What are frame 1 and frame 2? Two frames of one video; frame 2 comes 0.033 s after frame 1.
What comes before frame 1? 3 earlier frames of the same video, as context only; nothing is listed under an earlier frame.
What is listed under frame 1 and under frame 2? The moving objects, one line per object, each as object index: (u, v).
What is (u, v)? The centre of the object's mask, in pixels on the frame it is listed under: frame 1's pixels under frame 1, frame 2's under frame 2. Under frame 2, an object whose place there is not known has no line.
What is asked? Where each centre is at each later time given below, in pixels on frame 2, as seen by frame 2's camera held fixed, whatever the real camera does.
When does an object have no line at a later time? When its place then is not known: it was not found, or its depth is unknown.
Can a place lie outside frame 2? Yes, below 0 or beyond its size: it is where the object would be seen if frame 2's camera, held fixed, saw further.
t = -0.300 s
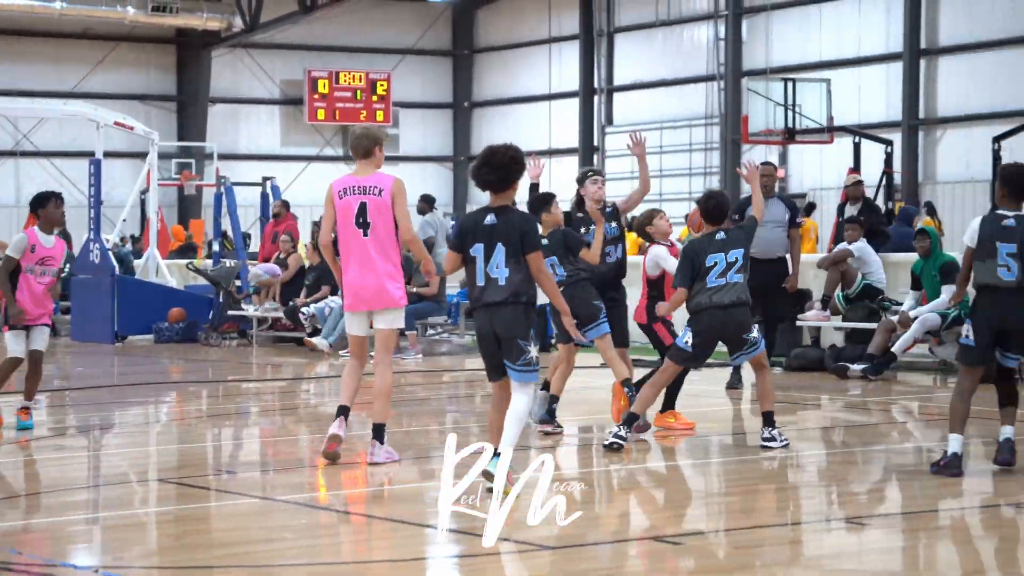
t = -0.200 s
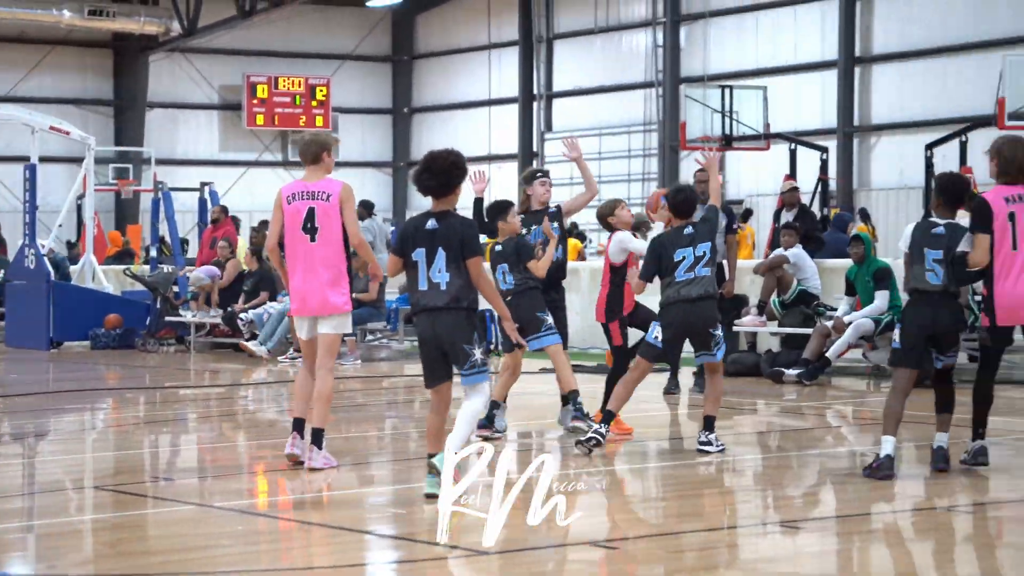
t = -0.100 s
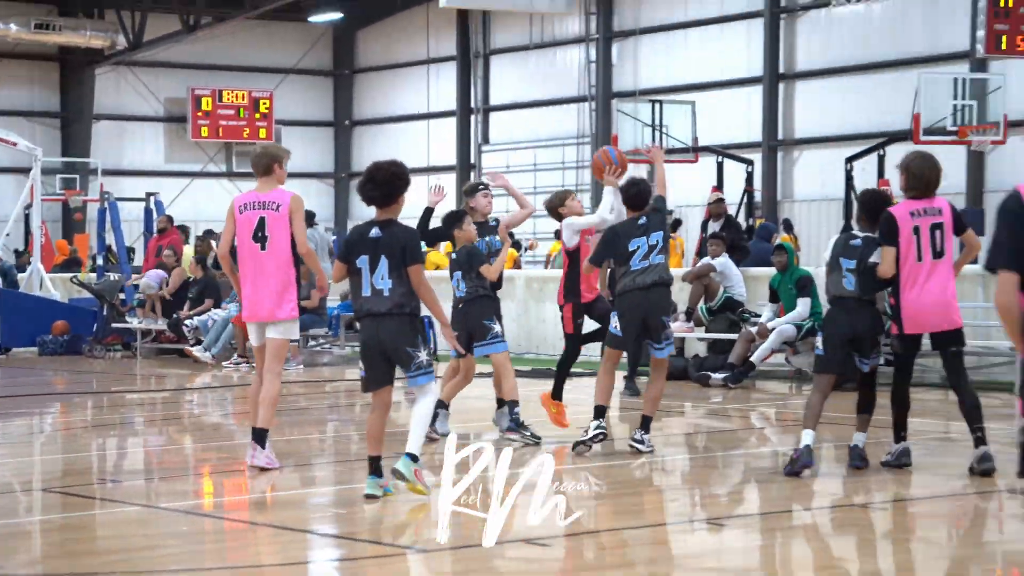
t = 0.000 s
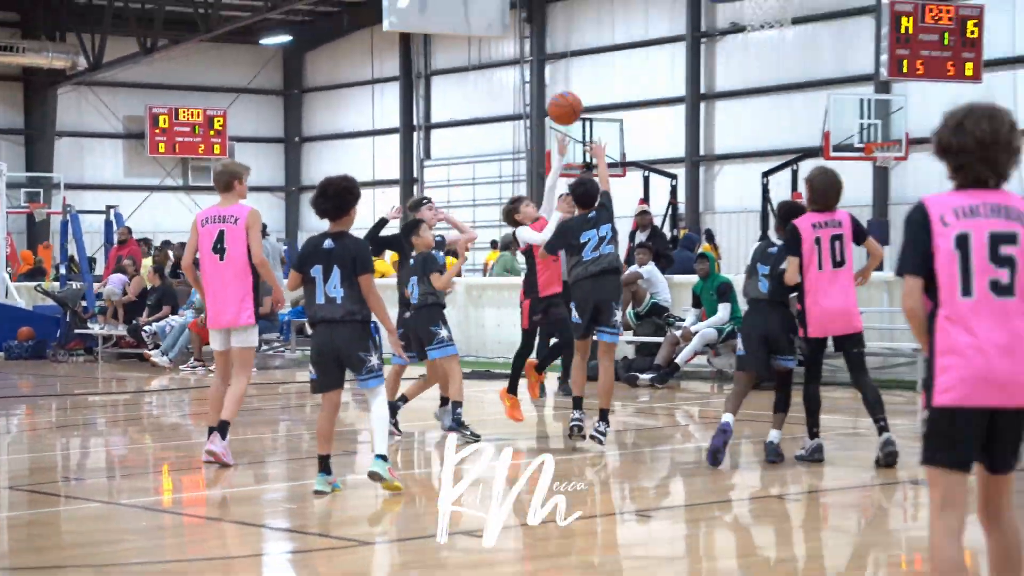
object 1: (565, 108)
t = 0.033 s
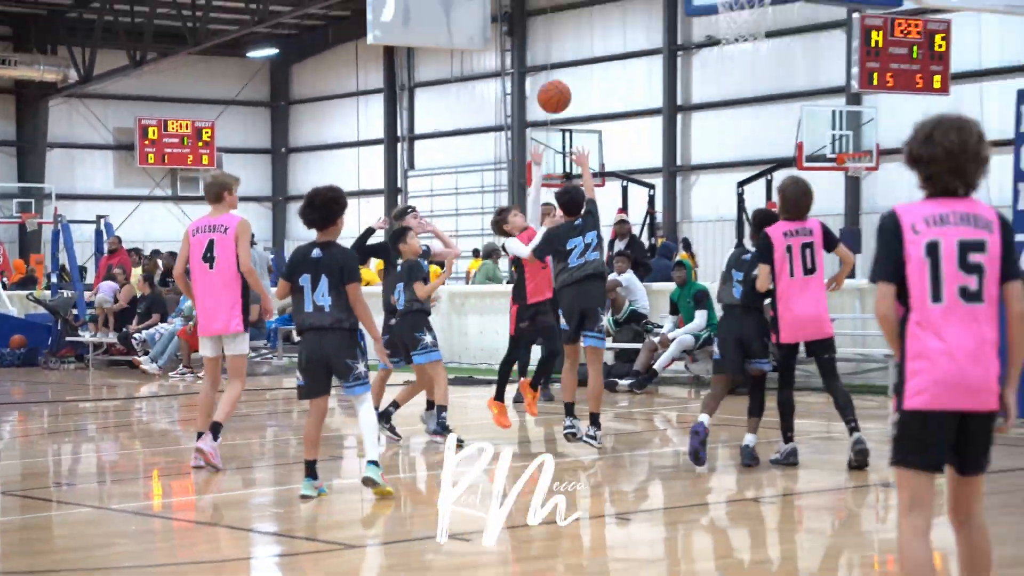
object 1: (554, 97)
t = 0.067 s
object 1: (563, 75)
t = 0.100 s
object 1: (572, 56)
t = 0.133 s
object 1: (580, 38)
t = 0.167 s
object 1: (589, 21)
